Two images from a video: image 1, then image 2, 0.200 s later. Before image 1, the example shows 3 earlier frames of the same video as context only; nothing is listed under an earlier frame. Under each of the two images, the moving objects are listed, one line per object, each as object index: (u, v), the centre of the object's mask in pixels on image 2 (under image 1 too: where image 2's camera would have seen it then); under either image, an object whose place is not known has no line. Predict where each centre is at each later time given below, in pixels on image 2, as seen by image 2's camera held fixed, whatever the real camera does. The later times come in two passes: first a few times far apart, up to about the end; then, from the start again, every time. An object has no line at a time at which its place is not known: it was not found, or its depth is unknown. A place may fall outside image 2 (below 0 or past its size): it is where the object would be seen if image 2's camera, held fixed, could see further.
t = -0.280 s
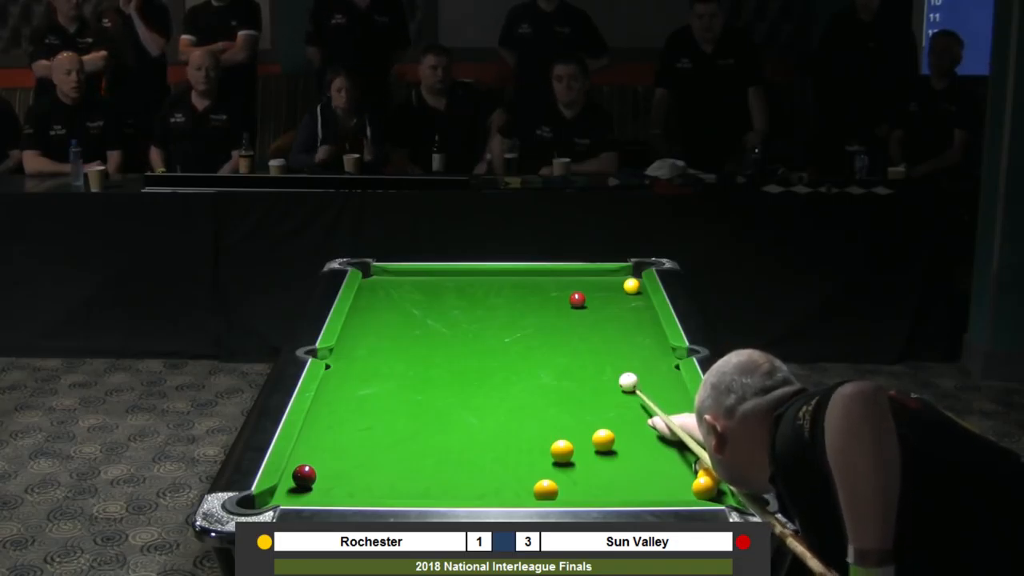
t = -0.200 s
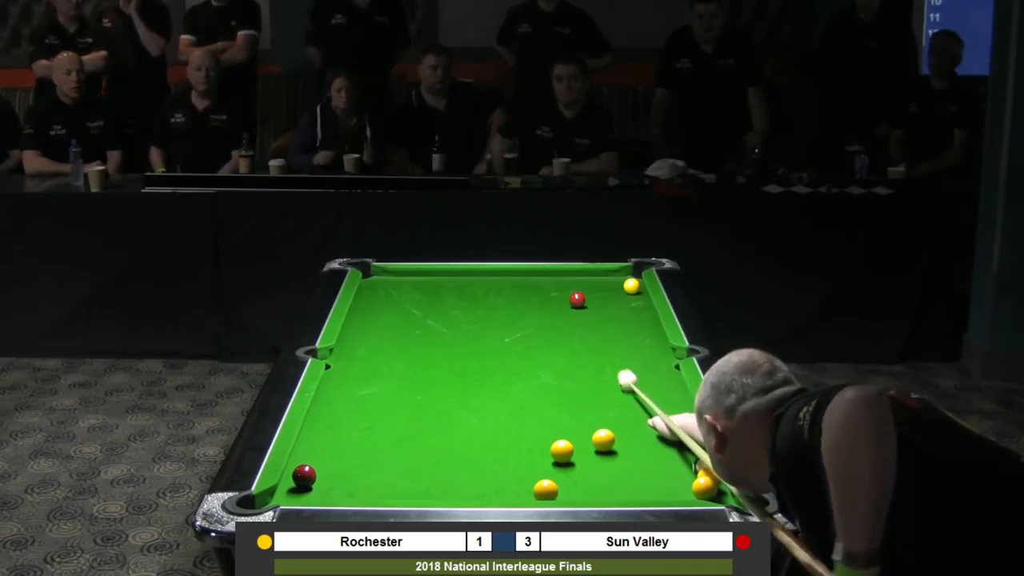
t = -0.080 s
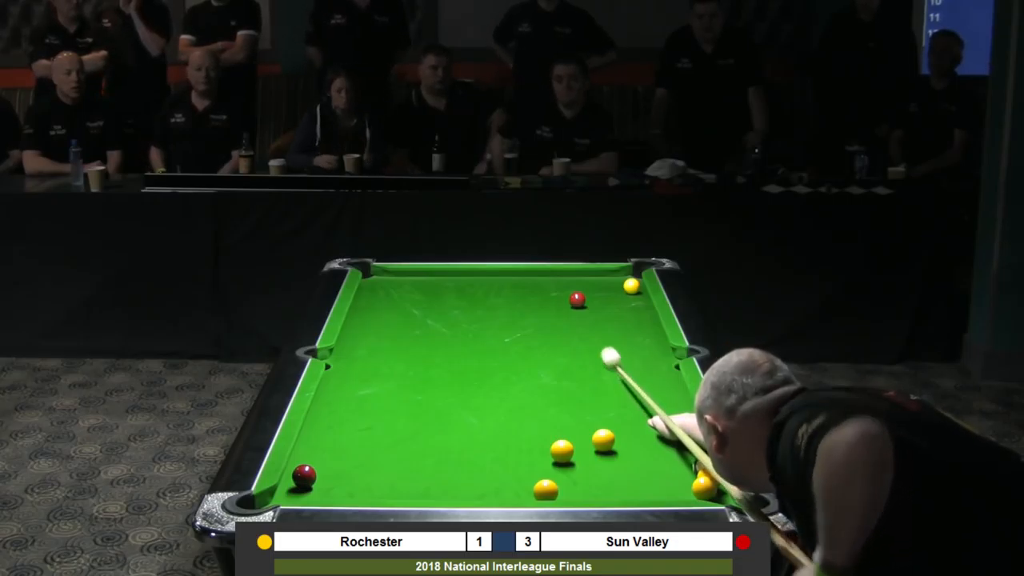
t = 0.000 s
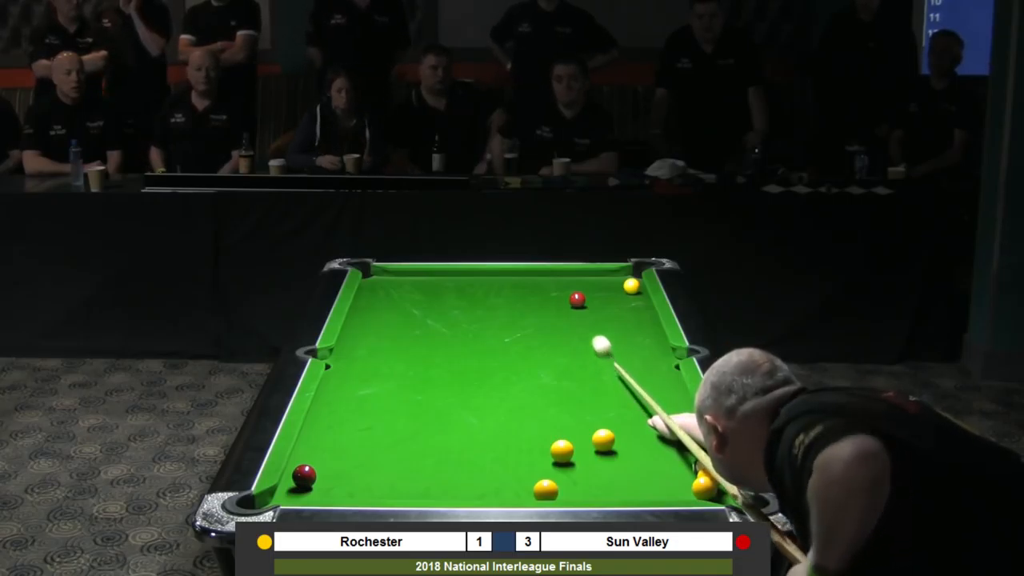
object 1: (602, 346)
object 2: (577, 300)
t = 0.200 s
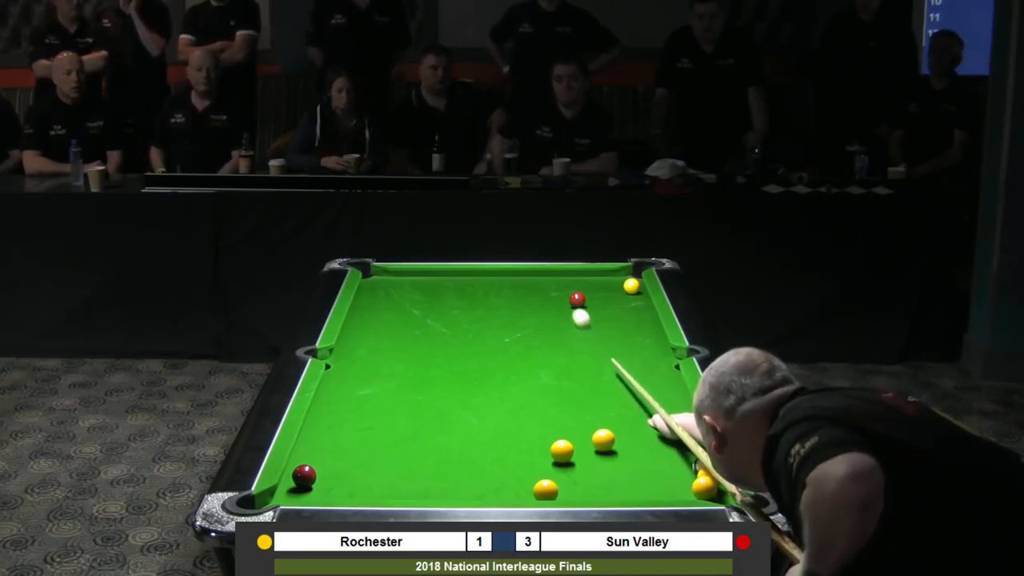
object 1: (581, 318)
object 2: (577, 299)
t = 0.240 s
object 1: (577, 313)
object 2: (577, 298)
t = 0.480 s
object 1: (538, 298)
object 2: (591, 291)
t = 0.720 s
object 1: (495, 288)
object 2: (607, 281)
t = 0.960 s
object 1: (457, 278)
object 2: (621, 272)
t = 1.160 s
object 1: (428, 272)
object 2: (636, 271)
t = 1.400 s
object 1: (401, 278)
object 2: (626, 271)
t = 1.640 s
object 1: (375, 282)
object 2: (623, 272)
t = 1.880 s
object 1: (374, 287)
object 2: (622, 273)
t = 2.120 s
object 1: (387, 291)
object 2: (622, 273)
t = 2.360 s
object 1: (399, 295)
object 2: (622, 274)
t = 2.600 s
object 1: (410, 298)
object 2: (622, 274)
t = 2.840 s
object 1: (421, 301)
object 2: (622, 274)
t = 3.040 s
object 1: (429, 304)
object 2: (622, 274)
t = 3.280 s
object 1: (437, 306)
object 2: (622, 274)
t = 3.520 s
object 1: (444, 308)
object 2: (621, 274)
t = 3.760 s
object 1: (450, 309)
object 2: (621, 274)
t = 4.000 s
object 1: (453, 311)
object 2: (621, 274)
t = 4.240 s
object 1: (455, 311)
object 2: (621, 274)
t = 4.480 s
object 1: (457, 312)
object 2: (621, 274)
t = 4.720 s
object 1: (457, 312)
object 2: (621, 274)
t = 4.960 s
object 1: (456, 312)
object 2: (621, 274)
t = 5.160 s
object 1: (456, 312)
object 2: (622, 274)
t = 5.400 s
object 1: (456, 312)
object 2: (622, 274)
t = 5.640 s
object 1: (456, 312)
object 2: (622, 274)
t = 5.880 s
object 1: (456, 312)
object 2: (621, 274)
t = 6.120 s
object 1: (456, 312)
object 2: (622, 273)
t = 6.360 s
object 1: (456, 312)
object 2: (622, 273)
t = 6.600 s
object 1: (456, 312)
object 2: (622, 273)
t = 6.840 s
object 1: (456, 312)
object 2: (621, 274)
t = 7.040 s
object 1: (456, 312)
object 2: (621, 274)
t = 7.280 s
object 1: (456, 312)
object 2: (621, 274)
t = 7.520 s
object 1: (456, 312)
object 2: (621, 274)
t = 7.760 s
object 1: (457, 312)
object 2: (621, 274)
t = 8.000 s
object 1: (457, 312)
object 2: (621, 274)
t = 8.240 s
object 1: (456, 312)
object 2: (621, 274)
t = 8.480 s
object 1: (457, 312)
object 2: (621, 274)
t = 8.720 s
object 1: (456, 312)
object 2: (621, 274)
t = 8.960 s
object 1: (456, 312)
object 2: (621, 274)
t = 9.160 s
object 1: (456, 312)
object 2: (621, 274)
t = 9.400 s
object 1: (456, 312)
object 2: (621, 274)
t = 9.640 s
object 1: (457, 311)
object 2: (621, 274)
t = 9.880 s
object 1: (457, 311)
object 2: (621, 274)
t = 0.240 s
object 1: (577, 313)
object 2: (577, 298)
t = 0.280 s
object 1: (573, 308)
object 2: (578, 297)
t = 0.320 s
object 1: (569, 304)
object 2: (580, 298)
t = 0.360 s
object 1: (561, 303)
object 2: (581, 297)
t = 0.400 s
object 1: (553, 301)
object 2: (585, 295)
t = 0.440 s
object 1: (545, 299)
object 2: (588, 292)
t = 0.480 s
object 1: (538, 298)
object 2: (591, 291)
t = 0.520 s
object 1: (530, 296)
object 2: (593, 289)
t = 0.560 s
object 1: (523, 294)
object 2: (596, 288)
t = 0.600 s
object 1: (516, 292)
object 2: (599, 286)
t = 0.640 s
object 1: (509, 291)
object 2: (601, 284)
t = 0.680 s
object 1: (502, 289)
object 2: (604, 283)
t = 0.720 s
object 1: (495, 288)
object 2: (607, 281)
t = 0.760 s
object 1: (489, 286)
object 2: (609, 279)
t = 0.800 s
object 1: (482, 285)
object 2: (612, 277)
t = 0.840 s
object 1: (476, 283)
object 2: (614, 276)
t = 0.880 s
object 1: (469, 282)
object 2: (616, 274)
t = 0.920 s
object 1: (463, 280)
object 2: (619, 273)
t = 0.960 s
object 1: (457, 278)
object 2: (621, 272)
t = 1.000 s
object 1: (451, 277)
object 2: (625, 271)
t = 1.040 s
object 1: (445, 276)
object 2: (628, 271)
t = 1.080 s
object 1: (439, 274)
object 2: (633, 271)
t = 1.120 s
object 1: (433, 273)
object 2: (636, 271)
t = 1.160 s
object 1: (428, 272)
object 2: (636, 271)
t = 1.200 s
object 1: (423, 273)
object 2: (635, 271)
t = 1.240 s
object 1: (419, 274)
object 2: (634, 271)
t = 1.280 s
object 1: (414, 275)
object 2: (633, 271)
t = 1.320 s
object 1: (410, 276)
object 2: (629, 271)
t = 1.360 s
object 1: (405, 277)
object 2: (627, 271)
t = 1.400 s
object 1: (401, 278)
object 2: (626, 271)
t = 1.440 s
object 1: (396, 278)
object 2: (625, 271)
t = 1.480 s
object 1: (392, 279)
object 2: (625, 271)
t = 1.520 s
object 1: (388, 280)
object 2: (625, 271)
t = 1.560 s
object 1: (383, 281)
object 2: (624, 271)
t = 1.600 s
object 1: (379, 282)
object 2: (624, 272)
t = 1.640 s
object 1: (375, 282)
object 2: (623, 272)
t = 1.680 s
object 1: (370, 283)
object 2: (623, 272)
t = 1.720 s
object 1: (366, 284)
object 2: (623, 272)
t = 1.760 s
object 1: (368, 285)
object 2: (623, 272)
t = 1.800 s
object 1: (370, 286)
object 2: (623, 272)
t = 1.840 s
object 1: (372, 286)
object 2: (623, 272)
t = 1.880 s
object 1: (374, 287)
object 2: (622, 273)
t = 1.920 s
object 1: (376, 288)
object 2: (623, 272)
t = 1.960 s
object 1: (378, 289)
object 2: (623, 273)
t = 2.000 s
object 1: (380, 289)
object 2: (623, 273)
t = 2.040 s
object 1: (383, 290)
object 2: (622, 273)
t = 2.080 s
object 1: (385, 291)
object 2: (622, 273)
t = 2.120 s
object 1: (387, 291)
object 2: (622, 273)
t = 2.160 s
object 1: (389, 292)
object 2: (622, 273)
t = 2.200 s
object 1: (391, 293)
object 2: (622, 273)
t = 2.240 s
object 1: (393, 293)
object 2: (622, 273)
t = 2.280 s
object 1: (395, 294)
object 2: (622, 273)
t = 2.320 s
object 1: (397, 294)
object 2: (622, 273)
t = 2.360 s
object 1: (399, 295)
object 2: (622, 274)
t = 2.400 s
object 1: (401, 296)
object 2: (621, 274)
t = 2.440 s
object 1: (403, 296)
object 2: (622, 274)
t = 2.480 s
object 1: (405, 297)
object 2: (622, 274)
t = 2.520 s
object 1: (407, 297)
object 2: (622, 274)
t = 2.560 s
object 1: (408, 298)
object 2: (622, 274)
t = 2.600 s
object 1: (410, 298)
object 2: (622, 274)
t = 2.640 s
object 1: (412, 299)
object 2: (622, 274)
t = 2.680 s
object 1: (414, 299)
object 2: (622, 274)
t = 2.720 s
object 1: (416, 300)
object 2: (622, 274)
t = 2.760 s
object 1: (417, 301)
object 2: (622, 274)
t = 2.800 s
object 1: (419, 301)
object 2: (622, 274)
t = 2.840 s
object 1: (421, 301)
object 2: (622, 274)
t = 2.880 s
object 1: (422, 302)
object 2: (622, 274)
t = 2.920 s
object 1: (424, 302)
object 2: (622, 274)
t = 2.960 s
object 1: (426, 303)
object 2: (622, 274)
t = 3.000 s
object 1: (427, 303)
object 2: (622, 274)
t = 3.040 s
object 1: (429, 304)
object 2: (622, 274)
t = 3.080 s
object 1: (430, 304)
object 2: (622, 274)
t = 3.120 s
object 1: (432, 305)
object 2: (622, 274)
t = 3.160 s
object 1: (433, 305)
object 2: (622, 274)
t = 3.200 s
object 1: (434, 305)
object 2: (622, 274)
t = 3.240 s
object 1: (436, 305)
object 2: (622, 274)
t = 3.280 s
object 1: (437, 306)
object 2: (622, 274)
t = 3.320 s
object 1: (438, 306)
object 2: (622, 274)
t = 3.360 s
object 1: (440, 307)
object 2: (622, 274)
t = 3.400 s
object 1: (441, 307)
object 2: (622, 274)
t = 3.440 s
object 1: (442, 307)
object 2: (622, 274)
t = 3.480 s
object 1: (443, 307)
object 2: (622, 274)
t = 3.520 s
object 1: (444, 308)
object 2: (621, 274)
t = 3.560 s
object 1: (445, 308)
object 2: (621, 274)
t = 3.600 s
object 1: (446, 308)
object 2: (621, 274)
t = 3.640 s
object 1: (447, 308)
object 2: (621, 274)
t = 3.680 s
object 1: (448, 309)
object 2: (621, 274)
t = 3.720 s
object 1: (449, 309)
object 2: (621, 274)
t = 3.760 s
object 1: (450, 309)
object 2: (621, 274)
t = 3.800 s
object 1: (450, 310)
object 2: (621, 274)
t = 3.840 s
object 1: (451, 310)
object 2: (621, 274)
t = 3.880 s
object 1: (452, 310)
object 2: (621, 274)
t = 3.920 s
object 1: (452, 310)
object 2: (621, 274)
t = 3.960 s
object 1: (453, 310)
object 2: (621, 274)
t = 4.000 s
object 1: (453, 311)
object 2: (621, 274)
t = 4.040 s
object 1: (453, 311)
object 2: (621, 274)
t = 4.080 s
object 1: (454, 311)
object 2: (621, 274)
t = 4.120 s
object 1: (454, 311)
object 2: (621, 274)
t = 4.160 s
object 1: (455, 311)
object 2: (621, 274)
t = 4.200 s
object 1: (455, 311)
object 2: (621, 274)
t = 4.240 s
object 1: (455, 311)
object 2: (621, 274)
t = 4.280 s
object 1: (455, 311)
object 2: (621, 274)
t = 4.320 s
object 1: (456, 311)
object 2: (621, 274)
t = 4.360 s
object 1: (456, 312)
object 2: (621, 274)
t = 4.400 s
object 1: (456, 312)
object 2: (621, 274)
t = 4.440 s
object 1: (456, 312)
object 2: (621, 274)
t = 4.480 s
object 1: (457, 312)
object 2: (621, 274)
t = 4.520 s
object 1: (456, 312)
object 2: (621, 274)
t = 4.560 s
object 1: (457, 312)
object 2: (621, 274)
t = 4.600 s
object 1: (457, 312)
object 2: (621, 274)
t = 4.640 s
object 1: (457, 312)
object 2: (621, 274)
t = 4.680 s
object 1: (457, 312)
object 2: (621, 274)
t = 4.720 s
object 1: (457, 312)
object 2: (621, 274)
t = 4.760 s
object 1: (457, 312)
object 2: (621, 274)
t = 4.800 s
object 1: (456, 312)
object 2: (621, 274)
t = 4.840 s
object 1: (456, 312)
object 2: (621, 273)
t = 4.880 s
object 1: (456, 312)
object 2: (621, 274)
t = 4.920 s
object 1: (456, 312)
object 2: (621, 274)
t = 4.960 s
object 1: (456, 312)
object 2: (621, 274)
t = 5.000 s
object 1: (456, 312)
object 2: (621, 274)
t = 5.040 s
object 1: (456, 312)
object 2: (621, 274)
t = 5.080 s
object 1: (456, 312)
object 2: (621, 274)
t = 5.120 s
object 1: (456, 312)
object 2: (621, 274)
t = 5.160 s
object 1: (456, 312)
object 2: (622, 274)
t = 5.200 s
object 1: (456, 312)
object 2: (621, 274)
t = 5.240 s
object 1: (456, 312)
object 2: (622, 274)
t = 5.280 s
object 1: (456, 312)
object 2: (622, 274)
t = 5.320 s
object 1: (456, 312)
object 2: (621, 274)
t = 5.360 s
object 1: (456, 312)
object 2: (622, 274)
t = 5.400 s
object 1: (456, 312)
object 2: (622, 274)
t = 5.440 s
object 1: (456, 312)
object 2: (622, 274)
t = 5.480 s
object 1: (456, 312)
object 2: (621, 274)
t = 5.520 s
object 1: (456, 312)
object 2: (622, 274)
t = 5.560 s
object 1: (456, 312)
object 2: (622, 274)
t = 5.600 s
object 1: (456, 312)
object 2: (622, 274)
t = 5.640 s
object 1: (456, 312)
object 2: (622, 274)
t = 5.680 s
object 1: (456, 312)
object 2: (622, 274)
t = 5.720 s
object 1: (456, 312)
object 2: (622, 274)
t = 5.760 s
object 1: (456, 312)
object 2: (621, 274)
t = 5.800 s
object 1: (456, 312)
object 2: (621, 274)
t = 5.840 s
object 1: (456, 312)
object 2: (621, 274)
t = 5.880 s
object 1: (456, 312)
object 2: (621, 274)
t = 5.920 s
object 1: (456, 312)
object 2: (621, 274)
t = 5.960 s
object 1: (456, 312)
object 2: (621, 274)
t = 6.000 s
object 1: (456, 312)
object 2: (621, 274)
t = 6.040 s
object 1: (456, 312)
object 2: (622, 273)
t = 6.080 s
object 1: (456, 312)
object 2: (622, 273)
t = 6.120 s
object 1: (456, 312)
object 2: (622, 273)
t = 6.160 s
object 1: (456, 312)
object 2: (622, 274)
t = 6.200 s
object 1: (456, 312)
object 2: (622, 273)
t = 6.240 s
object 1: (456, 312)
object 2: (622, 273)
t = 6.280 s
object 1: (456, 312)
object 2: (622, 273)
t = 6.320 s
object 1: (456, 312)
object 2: (622, 273)
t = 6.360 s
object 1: (456, 312)
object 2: (622, 273)
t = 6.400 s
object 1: (456, 312)
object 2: (622, 273)
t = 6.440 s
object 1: (456, 312)
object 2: (622, 273)
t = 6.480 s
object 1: (456, 312)
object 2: (621, 274)
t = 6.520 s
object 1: (456, 312)
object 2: (622, 274)
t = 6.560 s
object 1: (456, 312)
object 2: (622, 273)
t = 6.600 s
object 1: (456, 312)
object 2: (622, 273)
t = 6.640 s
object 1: (456, 312)
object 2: (622, 273)
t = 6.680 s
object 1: (456, 312)
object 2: (622, 273)
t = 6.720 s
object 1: (456, 312)
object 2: (622, 273)
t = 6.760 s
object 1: (456, 312)
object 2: (621, 274)
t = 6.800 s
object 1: (456, 312)
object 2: (622, 273)
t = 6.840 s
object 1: (456, 312)
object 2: (621, 274)
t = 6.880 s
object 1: (456, 312)
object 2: (622, 273)
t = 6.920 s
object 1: (456, 312)
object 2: (622, 273)
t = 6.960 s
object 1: (456, 312)
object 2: (622, 273)
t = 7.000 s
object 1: (456, 312)
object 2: (622, 274)
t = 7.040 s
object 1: (456, 312)
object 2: (621, 274)
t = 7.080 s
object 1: (456, 312)
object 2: (622, 274)
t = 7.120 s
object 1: (456, 312)
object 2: (622, 273)
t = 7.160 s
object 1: (456, 312)
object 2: (621, 274)
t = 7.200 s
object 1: (456, 312)
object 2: (621, 274)
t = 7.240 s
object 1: (456, 312)
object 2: (621, 274)
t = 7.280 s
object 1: (456, 312)
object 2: (621, 274)
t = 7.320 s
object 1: (456, 312)
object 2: (621, 274)
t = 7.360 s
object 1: (456, 312)
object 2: (621, 274)
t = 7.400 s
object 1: (456, 312)
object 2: (621, 274)
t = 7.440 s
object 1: (456, 312)
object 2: (621, 274)
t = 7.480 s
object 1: (456, 312)
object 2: (621, 274)
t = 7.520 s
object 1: (456, 312)
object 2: (621, 274)
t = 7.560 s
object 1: (456, 312)
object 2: (621, 274)
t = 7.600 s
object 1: (456, 312)
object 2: (621, 274)
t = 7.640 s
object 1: (457, 311)
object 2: (621, 274)
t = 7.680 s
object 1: (456, 312)
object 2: (621, 274)
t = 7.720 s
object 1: (457, 311)
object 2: (621, 274)
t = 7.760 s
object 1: (457, 312)
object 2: (621, 274)
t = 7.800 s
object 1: (457, 311)
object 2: (621, 274)
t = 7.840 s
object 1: (457, 311)
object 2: (621, 274)
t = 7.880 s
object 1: (457, 311)
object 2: (621, 274)
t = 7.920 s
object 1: (457, 312)
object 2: (621, 274)
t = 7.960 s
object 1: (457, 312)
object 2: (621, 274)
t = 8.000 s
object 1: (457, 312)
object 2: (621, 274)
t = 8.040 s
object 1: (457, 311)
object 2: (621, 274)
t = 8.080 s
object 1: (457, 312)
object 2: (621, 274)
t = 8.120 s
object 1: (457, 312)
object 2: (621, 274)
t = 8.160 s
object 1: (457, 312)
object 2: (621, 274)
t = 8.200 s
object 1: (457, 311)
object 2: (621, 274)
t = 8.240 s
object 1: (456, 312)
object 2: (621, 274)
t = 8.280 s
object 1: (457, 312)
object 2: (621, 274)
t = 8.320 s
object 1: (457, 311)
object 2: (621, 274)
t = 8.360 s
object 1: (457, 312)
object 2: (621, 274)
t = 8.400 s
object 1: (457, 312)
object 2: (621, 274)
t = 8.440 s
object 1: (457, 311)
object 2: (621, 274)
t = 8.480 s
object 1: (457, 312)
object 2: (621, 274)
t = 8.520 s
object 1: (457, 311)
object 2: (621, 274)
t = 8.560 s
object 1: (457, 312)
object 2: (621, 274)
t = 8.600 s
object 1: (457, 312)
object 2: (621, 274)
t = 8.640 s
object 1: (457, 312)
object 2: (621, 274)
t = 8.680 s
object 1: (457, 311)
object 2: (621, 274)
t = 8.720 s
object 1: (456, 312)
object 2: (621, 274)
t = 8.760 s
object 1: (457, 311)
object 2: (621, 274)
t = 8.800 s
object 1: (456, 312)
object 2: (621, 274)
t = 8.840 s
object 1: (456, 312)
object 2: (621, 274)
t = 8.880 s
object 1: (457, 311)
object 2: (621, 274)
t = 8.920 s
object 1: (457, 312)
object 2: (621, 274)
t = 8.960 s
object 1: (456, 312)
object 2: (621, 274)
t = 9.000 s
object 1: (457, 311)
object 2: (621, 274)
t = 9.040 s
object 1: (456, 312)
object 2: (621, 274)
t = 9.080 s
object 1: (457, 312)
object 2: (621, 274)
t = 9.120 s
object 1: (457, 311)
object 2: (621, 274)
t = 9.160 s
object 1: (456, 312)
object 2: (621, 274)
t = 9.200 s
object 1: (457, 312)
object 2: (621, 274)
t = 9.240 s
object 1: (457, 311)
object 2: (621, 274)
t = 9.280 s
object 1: (456, 312)
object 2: (621, 274)
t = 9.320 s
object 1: (457, 312)
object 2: (621, 274)
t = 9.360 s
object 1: (457, 311)
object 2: (621, 274)
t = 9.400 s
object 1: (456, 312)
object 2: (621, 274)
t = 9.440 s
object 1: (457, 311)
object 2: (621, 274)
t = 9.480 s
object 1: (457, 312)
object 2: (621, 274)
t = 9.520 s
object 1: (456, 312)
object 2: (621, 274)
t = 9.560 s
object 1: (457, 311)
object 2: (621, 274)
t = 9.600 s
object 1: (457, 311)
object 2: (621, 274)
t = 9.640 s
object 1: (457, 311)
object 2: (621, 274)
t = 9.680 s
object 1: (457, 311)
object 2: (621, 274)
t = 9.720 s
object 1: (457, 312)
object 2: (621, 274)
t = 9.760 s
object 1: (457, 311)
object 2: (621, 274)
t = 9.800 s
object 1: (457, 311)
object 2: (621, 274)
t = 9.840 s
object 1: (457, 311)
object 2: (621, 274)
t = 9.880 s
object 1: (457, 311)
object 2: (621, 274)
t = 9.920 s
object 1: (457, 311)
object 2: (621, 274)
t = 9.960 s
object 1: (457, 312)
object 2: (621, 274)
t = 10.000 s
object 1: (457, 311)
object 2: (621, 274)
